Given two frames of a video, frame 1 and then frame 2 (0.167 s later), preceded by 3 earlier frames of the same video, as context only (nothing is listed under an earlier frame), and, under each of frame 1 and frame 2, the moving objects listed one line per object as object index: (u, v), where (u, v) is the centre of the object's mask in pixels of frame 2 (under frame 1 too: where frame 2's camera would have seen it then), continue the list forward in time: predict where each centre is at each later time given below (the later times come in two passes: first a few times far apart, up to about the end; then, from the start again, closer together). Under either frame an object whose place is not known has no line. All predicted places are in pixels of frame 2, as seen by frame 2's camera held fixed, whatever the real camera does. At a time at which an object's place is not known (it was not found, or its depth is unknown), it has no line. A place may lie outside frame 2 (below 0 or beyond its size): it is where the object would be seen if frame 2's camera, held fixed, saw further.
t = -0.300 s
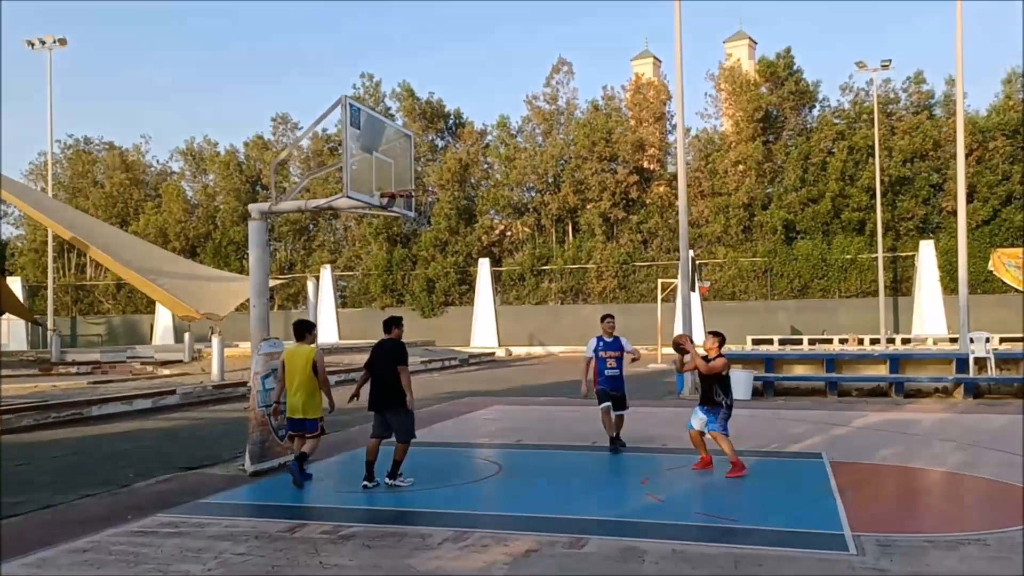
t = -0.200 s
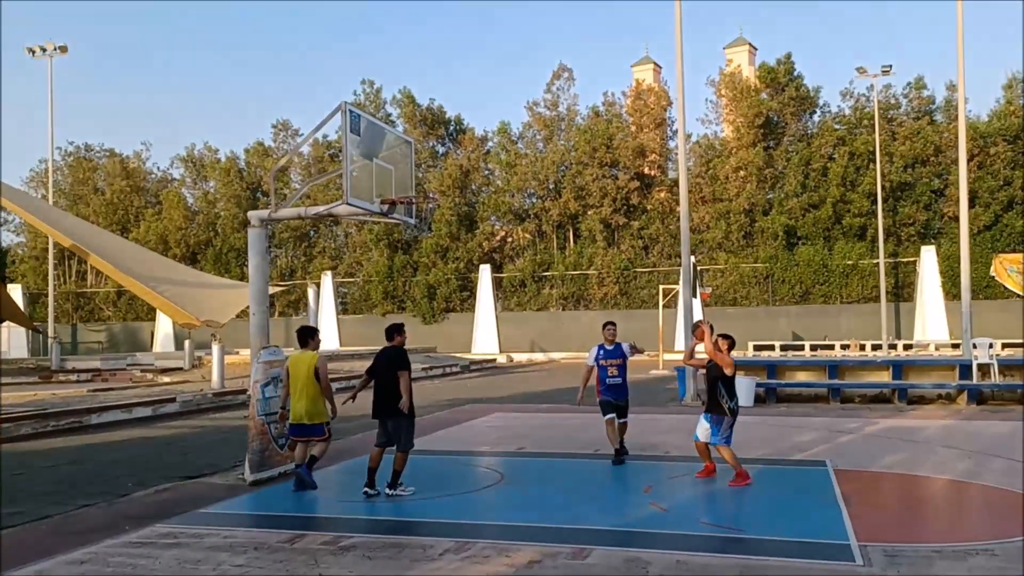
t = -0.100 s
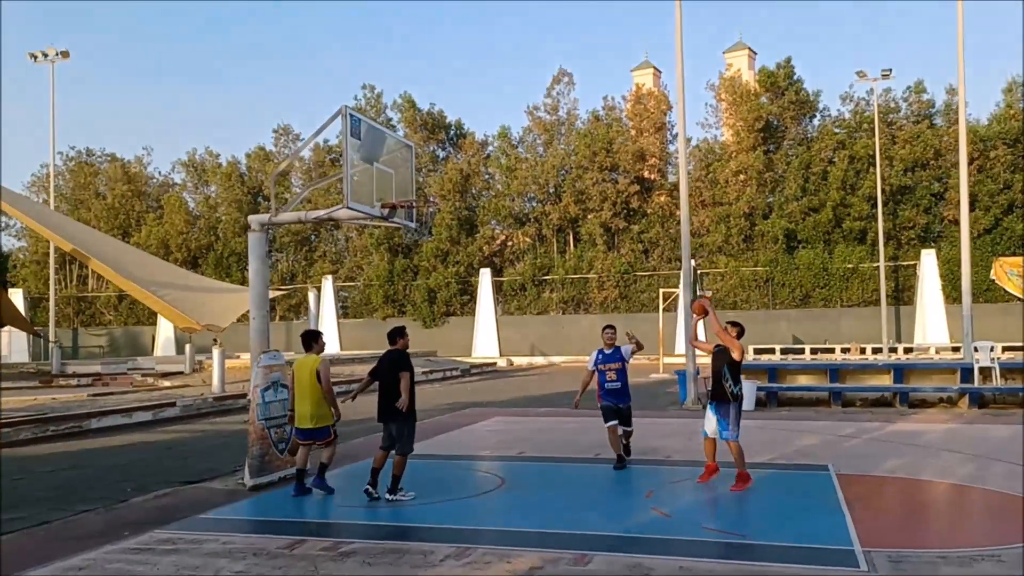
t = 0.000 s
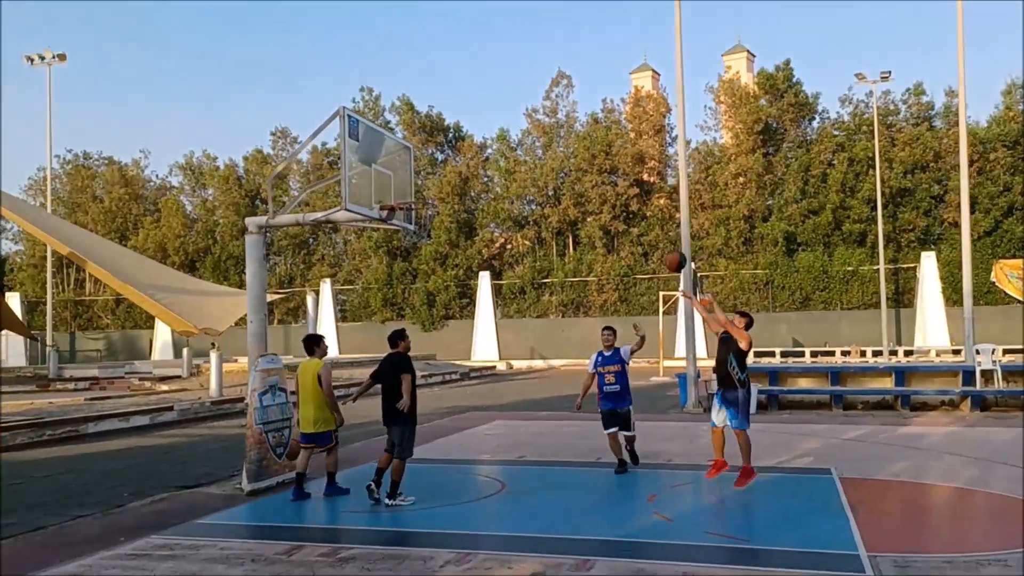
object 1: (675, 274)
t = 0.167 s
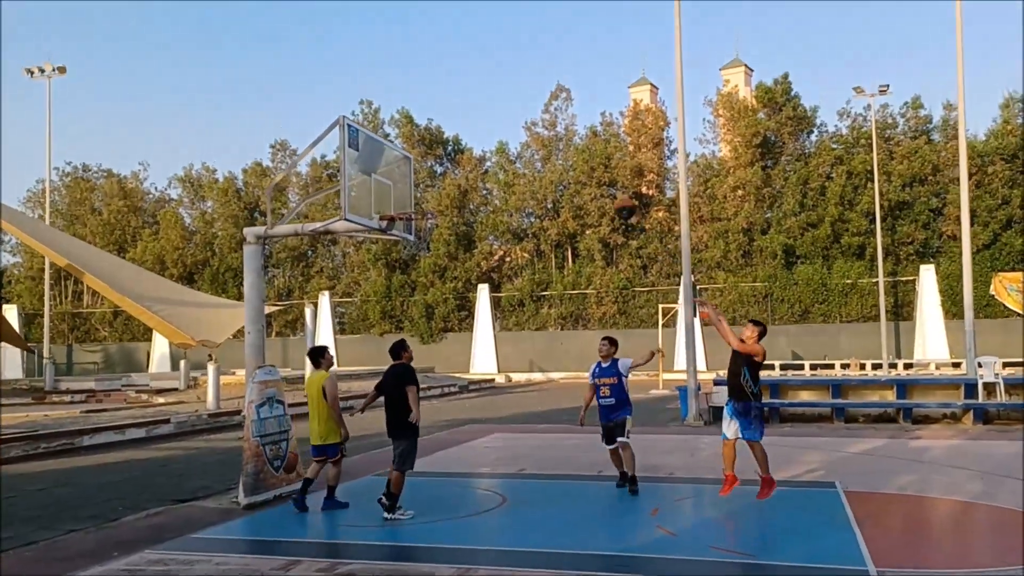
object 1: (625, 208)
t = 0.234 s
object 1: (606, 190)
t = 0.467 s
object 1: (539, 155)
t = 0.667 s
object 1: (479, 165)
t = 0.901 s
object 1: (412, 221)
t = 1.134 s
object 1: (384, 252)
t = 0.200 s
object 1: (616, 198)
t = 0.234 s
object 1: (606, 190)
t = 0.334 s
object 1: (577, 169)
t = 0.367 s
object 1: (566, 164)
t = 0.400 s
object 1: (558, 160)
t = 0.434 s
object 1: (547, 157)
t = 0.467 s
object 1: (539, 155)
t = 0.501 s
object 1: (526, 155)
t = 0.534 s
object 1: (517, 155)
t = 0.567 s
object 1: (508, 156)
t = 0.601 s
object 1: (498, 158)
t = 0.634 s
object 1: (489, 161)
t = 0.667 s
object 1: (479, 165)
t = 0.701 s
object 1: (473, 168)
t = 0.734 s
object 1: (464, 174)
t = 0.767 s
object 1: (454, 181)
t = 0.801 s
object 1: (442, 190)
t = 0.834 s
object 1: (431, 199)
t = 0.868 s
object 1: (423, 209)
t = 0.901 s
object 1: (412, 221)
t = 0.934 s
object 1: (403, 229)
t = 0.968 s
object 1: (397, 234)
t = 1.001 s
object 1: (393, 240)
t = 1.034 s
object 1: (390, 240)
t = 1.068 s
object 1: (388, 244)
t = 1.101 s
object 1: (385, 249)
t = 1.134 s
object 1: (384, 252)
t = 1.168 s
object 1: (381, 258)
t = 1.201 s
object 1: (378, 266)
